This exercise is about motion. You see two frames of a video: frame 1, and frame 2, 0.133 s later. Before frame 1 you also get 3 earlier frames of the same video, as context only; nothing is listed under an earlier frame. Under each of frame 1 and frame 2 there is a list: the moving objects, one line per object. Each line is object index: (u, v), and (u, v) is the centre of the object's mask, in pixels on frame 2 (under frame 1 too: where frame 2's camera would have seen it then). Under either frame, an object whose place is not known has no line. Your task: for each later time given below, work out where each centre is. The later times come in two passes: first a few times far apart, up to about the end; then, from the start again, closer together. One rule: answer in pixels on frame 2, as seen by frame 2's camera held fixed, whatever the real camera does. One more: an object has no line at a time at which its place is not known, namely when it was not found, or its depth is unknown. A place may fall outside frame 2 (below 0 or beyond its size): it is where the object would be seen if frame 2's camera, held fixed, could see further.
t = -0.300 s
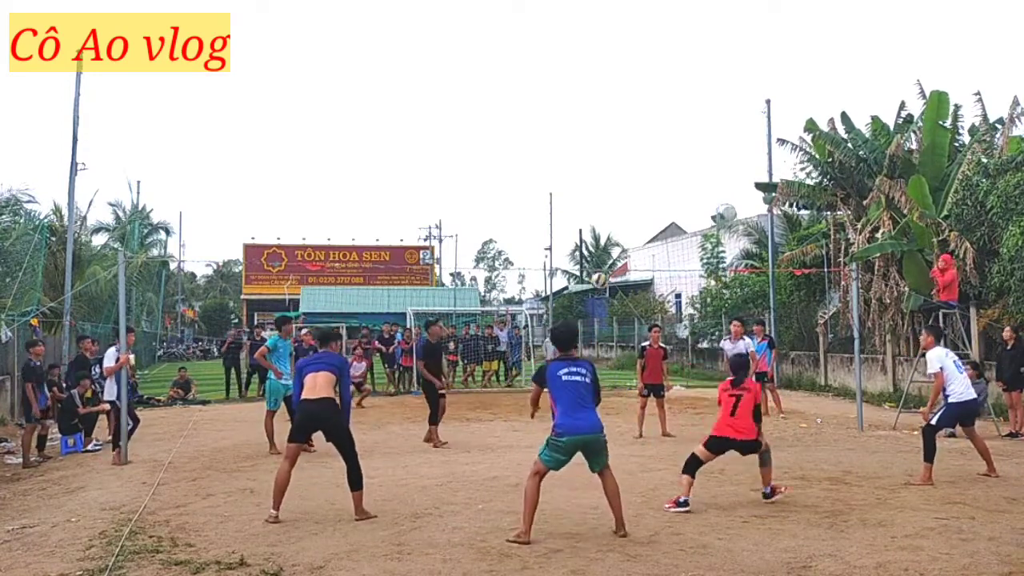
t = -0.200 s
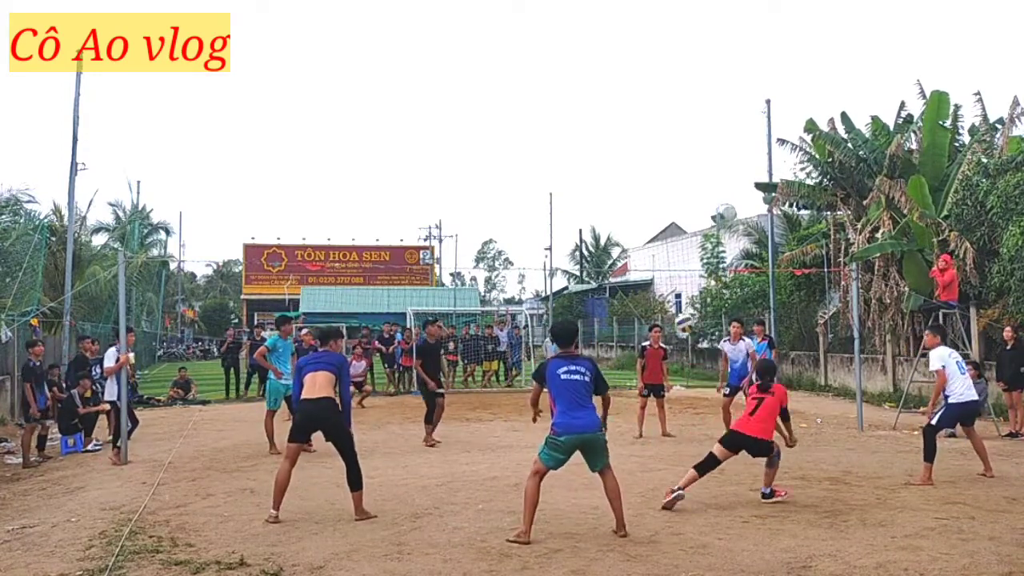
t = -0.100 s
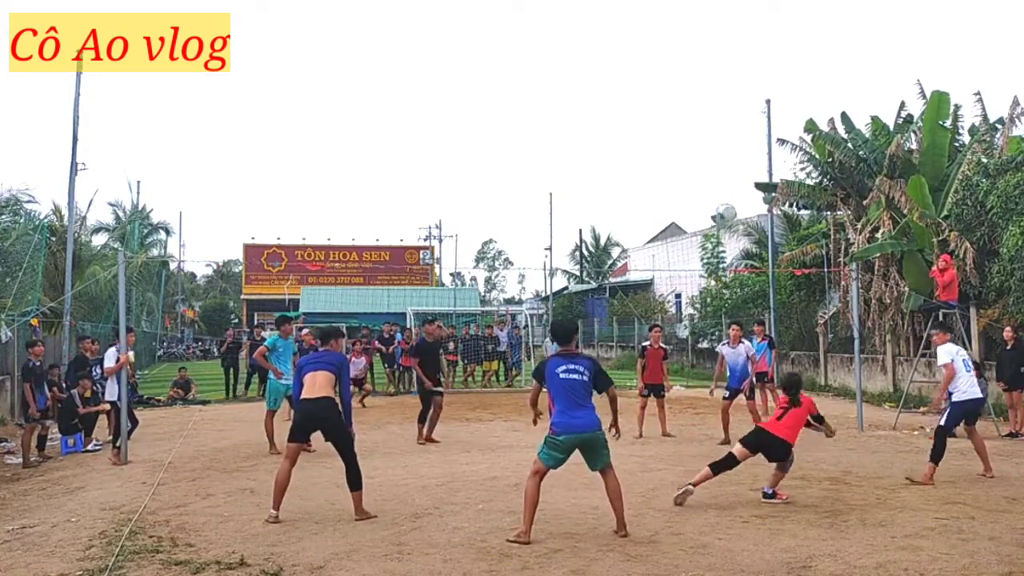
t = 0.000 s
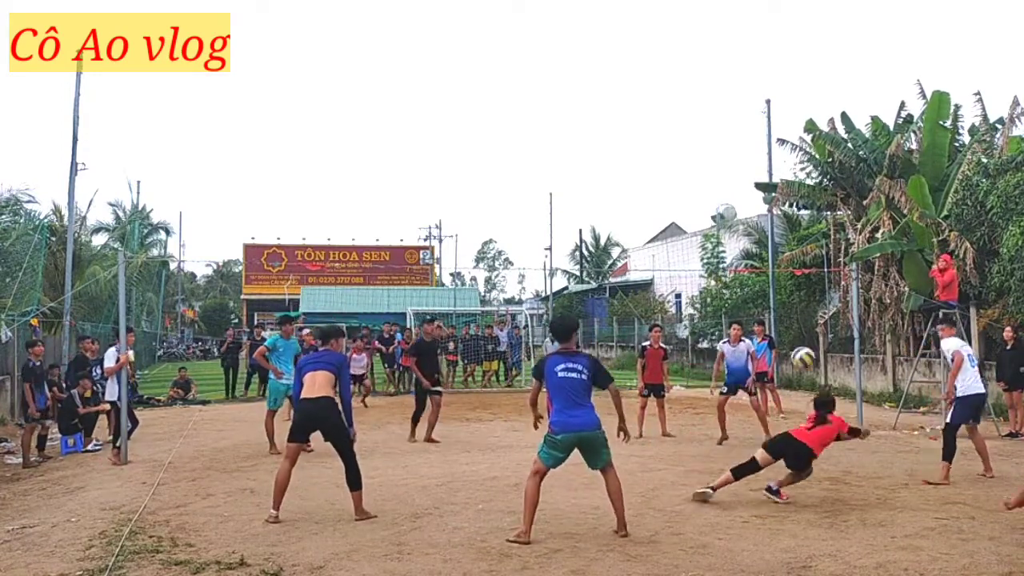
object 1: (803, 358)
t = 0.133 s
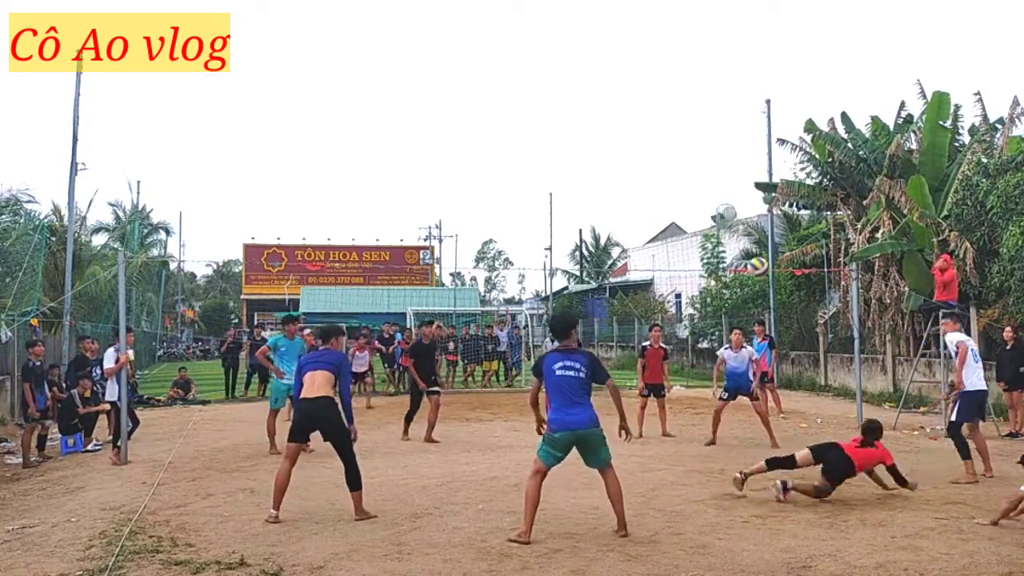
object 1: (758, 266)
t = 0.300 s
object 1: (710, 192)
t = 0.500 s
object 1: (663, 144)
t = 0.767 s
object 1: (612, 136)
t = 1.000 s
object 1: (574, 169)
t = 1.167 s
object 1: (550, 211)
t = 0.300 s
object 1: (710, 192)
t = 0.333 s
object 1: (702, 181)
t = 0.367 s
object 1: (694, 172)
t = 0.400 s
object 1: (686, 164)
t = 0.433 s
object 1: (678, 156)
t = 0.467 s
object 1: (670, 149)
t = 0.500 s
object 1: (663, 144)
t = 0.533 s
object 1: (656, 140)
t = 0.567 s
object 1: (649, 138)
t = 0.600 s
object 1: (643, 135)
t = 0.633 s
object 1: (636, 133)
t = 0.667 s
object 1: (630, 132)
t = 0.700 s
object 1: (624, 133)
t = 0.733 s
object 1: (618, 134)
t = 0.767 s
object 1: (612, 136)
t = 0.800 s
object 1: (606, 138)
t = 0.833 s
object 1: (601, 142)
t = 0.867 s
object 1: (595, 146)
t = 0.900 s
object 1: (589, 151)
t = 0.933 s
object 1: (584, 156)
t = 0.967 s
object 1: (579, 162)
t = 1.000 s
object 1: (574, 169)
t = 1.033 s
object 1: (569, 176)
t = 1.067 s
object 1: (564, 184)
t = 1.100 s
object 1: (559, 192)
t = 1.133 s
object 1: (555, 201)
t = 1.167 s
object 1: (550, 211)
